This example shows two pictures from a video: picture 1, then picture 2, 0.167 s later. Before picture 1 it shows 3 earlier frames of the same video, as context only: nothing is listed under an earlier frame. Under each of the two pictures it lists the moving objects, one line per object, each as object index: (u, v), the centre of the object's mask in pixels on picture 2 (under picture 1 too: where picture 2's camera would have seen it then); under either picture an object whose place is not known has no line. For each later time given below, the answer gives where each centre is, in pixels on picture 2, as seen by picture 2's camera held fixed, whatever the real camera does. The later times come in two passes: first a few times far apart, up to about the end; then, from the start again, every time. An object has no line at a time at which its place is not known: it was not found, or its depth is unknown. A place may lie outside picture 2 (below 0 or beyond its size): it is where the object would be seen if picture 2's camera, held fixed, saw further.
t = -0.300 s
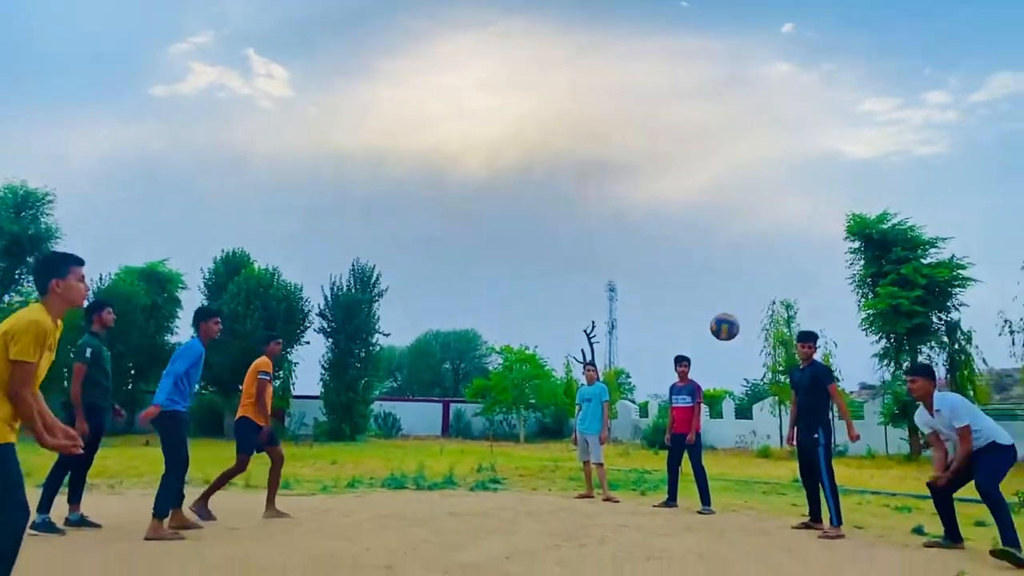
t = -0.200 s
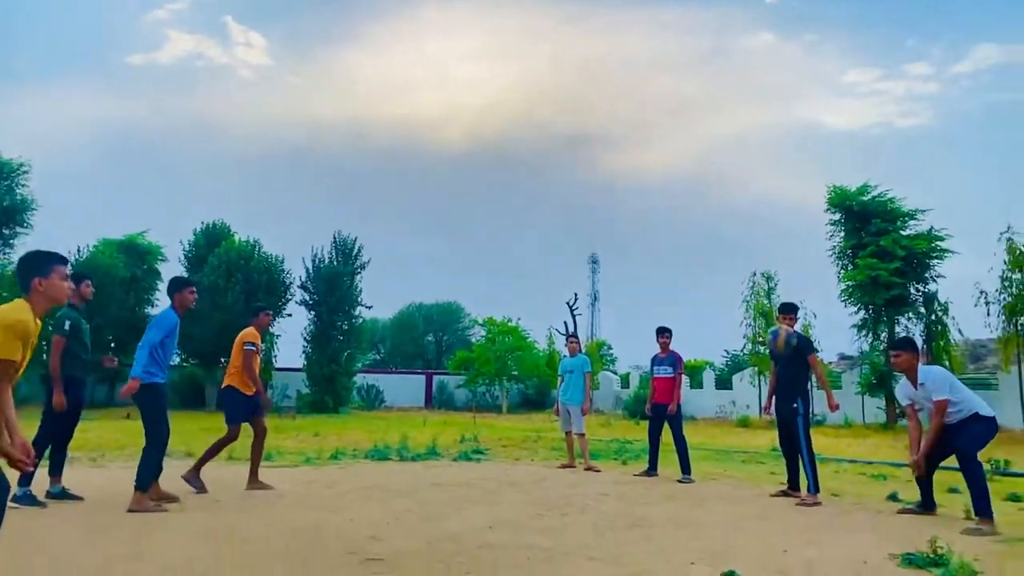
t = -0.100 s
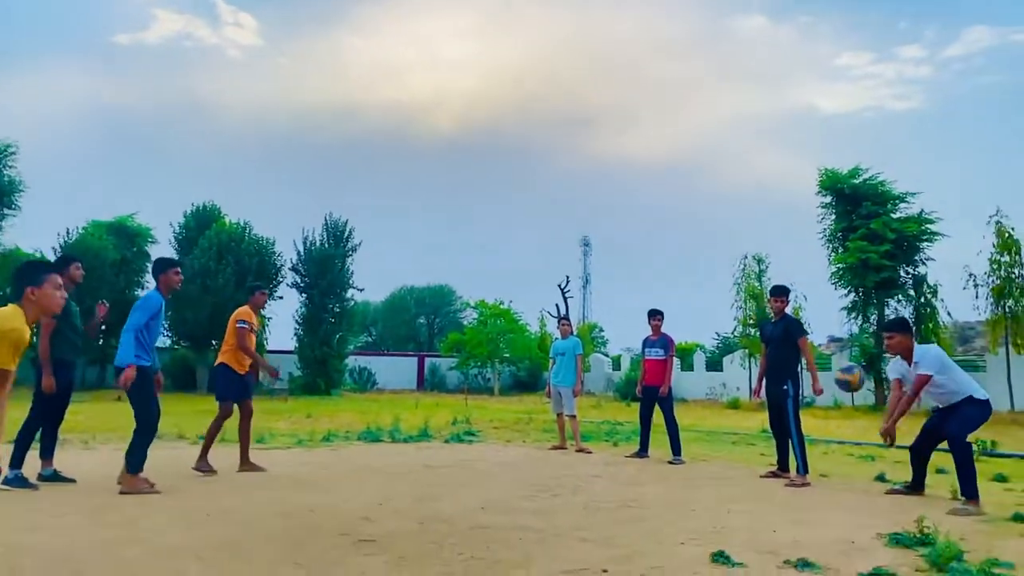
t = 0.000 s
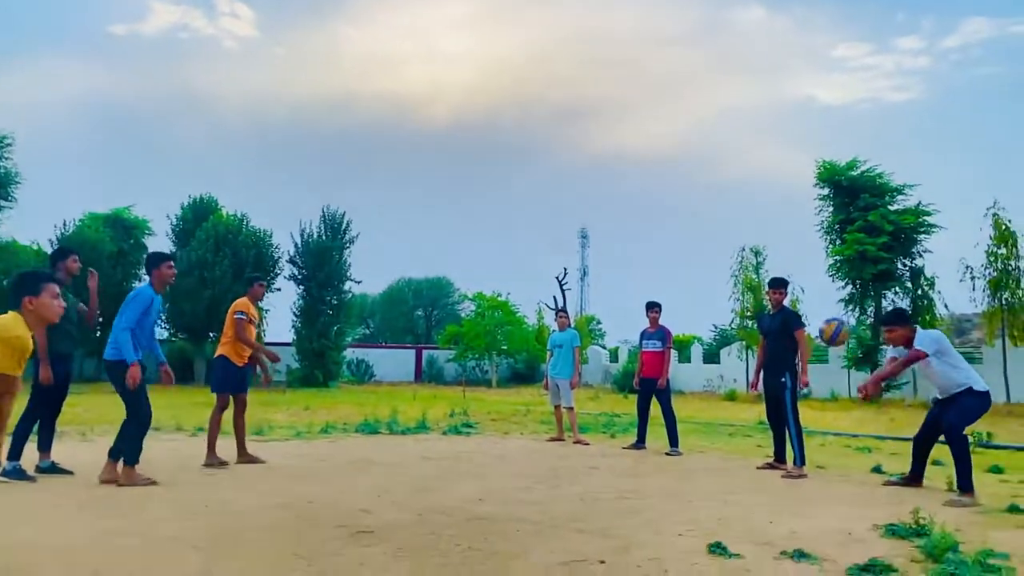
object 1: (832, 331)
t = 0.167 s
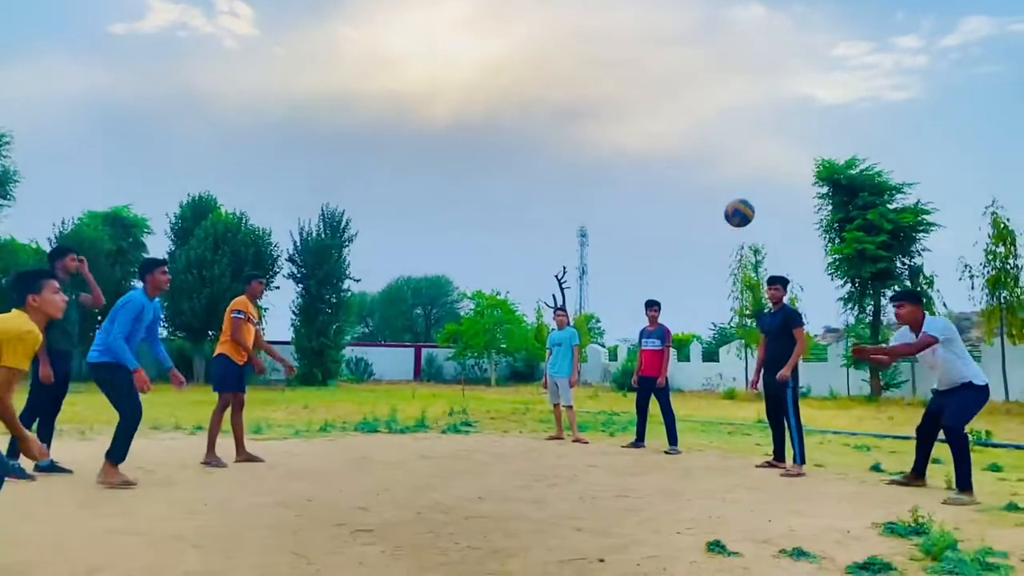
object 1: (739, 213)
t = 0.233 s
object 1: (703, 178)
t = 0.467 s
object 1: (581, 105)
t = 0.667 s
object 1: (475, 102)
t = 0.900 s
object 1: (355, 165)
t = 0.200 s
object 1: (721, 195)
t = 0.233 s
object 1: (703, 178)
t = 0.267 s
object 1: (685, 163)
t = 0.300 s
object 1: (667, 150)
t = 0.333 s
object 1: (650, 138)
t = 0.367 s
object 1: (632, 128)
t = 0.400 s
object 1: (615, 119)
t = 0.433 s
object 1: (598, 111)
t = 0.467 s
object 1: (581, 105)
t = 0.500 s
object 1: (563, 101)
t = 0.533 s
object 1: (546, 99)
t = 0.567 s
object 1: (526, 97)
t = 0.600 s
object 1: (509, 98)
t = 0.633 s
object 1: (493, 99)
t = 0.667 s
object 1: (475, 102)
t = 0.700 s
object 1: (458, 107)
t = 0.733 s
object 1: (441, 114)
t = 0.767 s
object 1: (424, 121)
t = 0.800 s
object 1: (407, 130)
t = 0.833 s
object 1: (390, 140)
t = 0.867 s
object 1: (372, 152)
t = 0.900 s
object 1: (355, 165)
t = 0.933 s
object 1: (337, 180)
